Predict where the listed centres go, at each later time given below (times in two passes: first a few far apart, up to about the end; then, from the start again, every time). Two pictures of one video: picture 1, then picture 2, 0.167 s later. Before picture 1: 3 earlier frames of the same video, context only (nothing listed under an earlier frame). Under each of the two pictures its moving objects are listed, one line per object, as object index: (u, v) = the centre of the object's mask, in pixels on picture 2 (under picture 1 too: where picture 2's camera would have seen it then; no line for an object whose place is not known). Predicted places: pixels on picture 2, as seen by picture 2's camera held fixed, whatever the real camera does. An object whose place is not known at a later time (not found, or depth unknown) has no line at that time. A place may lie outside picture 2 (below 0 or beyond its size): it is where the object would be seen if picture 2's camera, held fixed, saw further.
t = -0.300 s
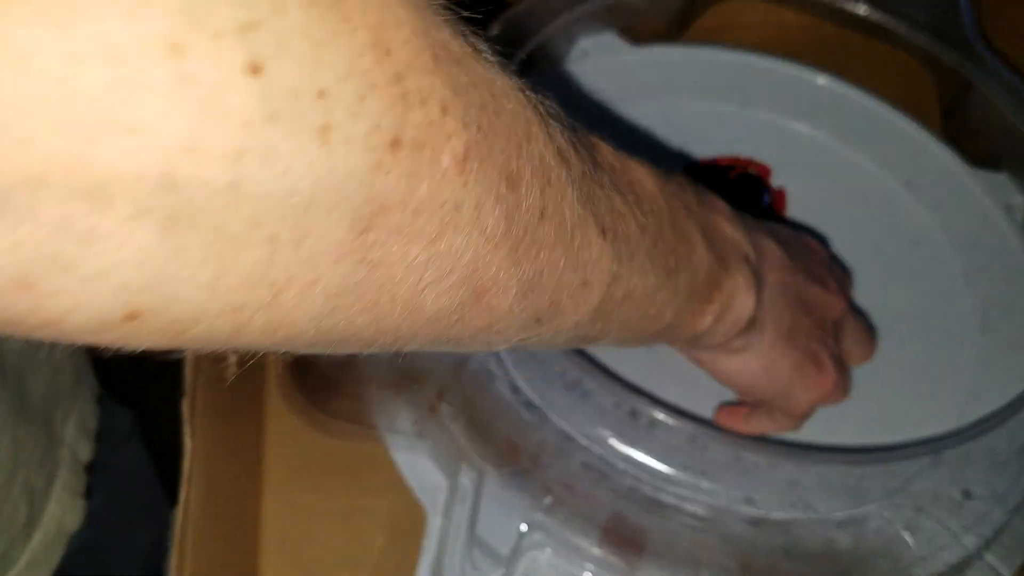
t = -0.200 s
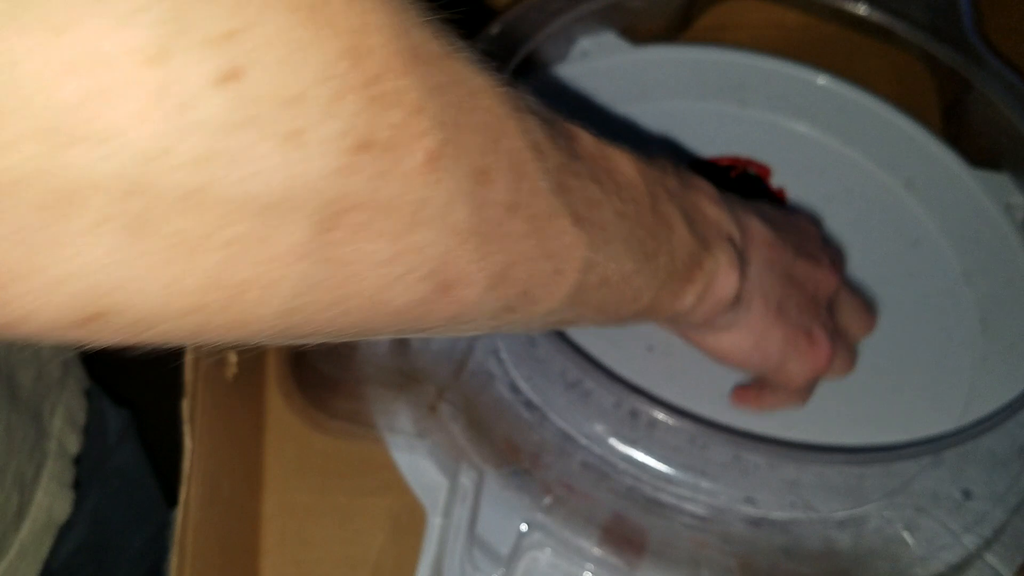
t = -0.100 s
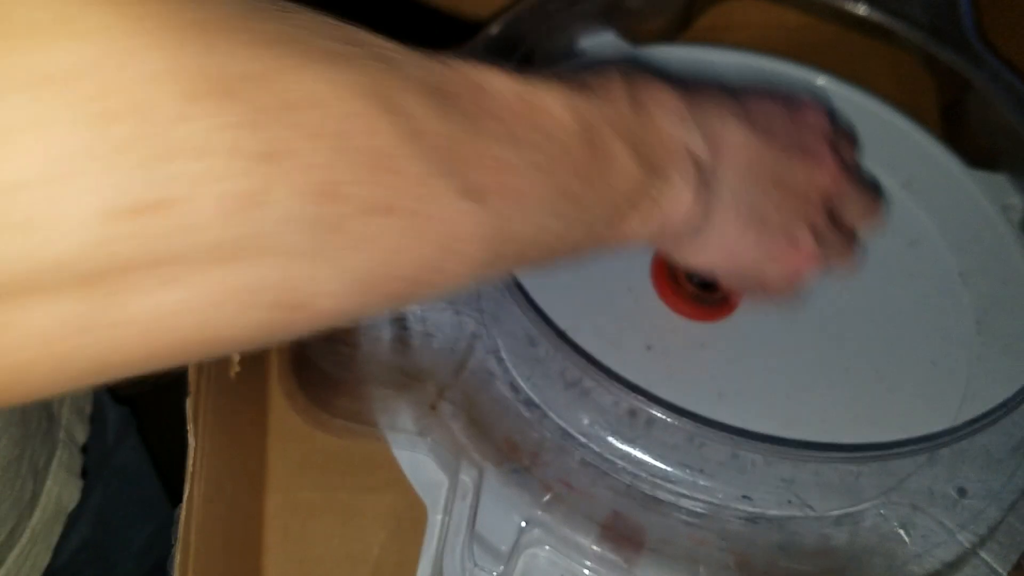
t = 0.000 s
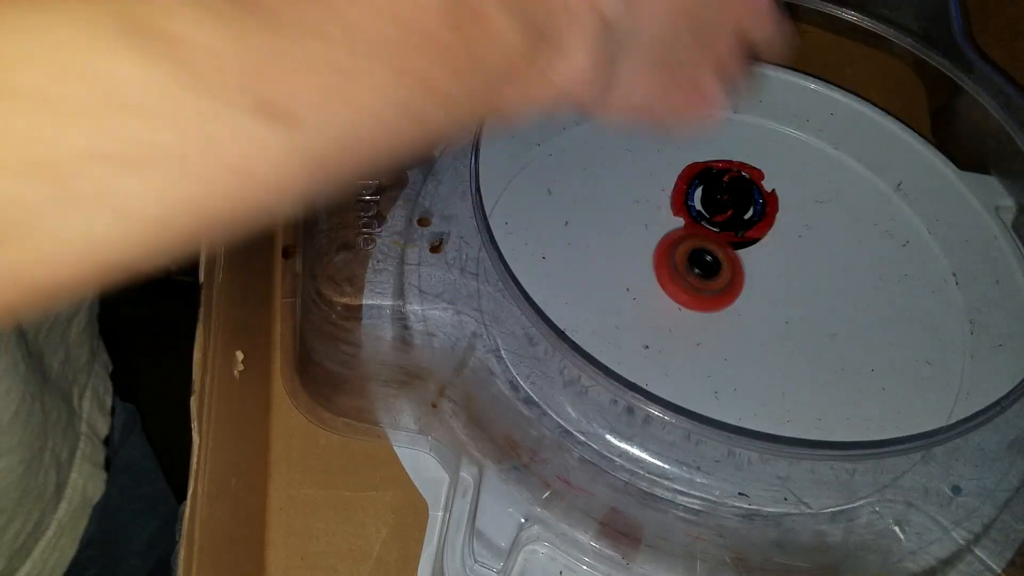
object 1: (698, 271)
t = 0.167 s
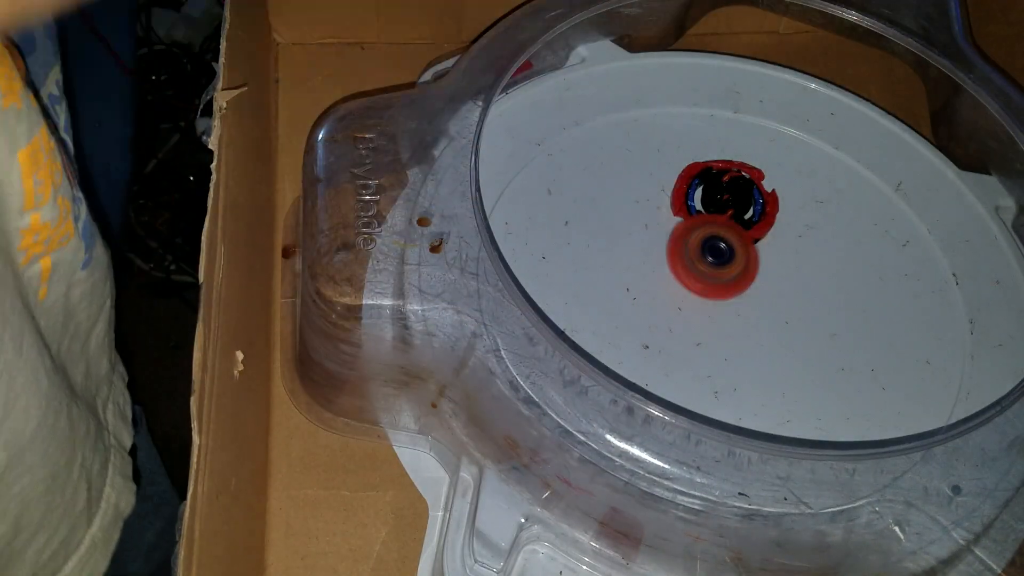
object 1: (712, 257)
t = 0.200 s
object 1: (715, 255)
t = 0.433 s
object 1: (744, 253)
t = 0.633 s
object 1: (767, 263)
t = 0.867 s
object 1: (781, 283)
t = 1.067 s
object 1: (775, 301)
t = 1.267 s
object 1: (753, 314)
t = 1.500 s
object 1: (721, 313)
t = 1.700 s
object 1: (696, 297)
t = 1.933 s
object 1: (690, 273)
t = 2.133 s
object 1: (701, 257)
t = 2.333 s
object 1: (722, 250)
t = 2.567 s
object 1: (753, 258)
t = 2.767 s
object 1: (773, 275)
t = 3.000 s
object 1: (778, 301)
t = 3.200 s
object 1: (761, 317)
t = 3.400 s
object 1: (733, 320)
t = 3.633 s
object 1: (704, 306)
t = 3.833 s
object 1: (695, 286)
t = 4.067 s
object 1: (705, 265)
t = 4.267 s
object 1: (729, 258)
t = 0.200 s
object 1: (715, 255)
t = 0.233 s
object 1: (719, 254)
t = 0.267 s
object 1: (723, 253)
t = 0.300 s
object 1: (728, 252)
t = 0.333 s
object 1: (732, 253)
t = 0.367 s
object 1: (736, 253)
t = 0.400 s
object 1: (740, 253)
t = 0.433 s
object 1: (744, 253)
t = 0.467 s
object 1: (749, 253)
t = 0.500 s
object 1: (753, 255)
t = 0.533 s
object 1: (757, 257)
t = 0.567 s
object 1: (760, 258)
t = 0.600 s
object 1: (763, 260)
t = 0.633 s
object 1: (767, 263)
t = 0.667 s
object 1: (771, 266)
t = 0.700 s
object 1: (774, 269)
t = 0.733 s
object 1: (776, 272)
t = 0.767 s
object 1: (778, 275)
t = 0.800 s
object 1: (779, 277)
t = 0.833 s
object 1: (781, 280)
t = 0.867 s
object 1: (781, 283)
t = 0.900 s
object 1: (782, 286)
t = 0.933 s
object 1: (781, 289)
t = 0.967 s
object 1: (780, 293)
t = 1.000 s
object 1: (779, 295)
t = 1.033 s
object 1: (777, 298)
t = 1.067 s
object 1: (775, 301)
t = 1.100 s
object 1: (773, 304)
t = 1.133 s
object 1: (769, 307)
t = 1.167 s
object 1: (765, 309)
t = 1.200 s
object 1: (761, 311)
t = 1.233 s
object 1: (757, 312)
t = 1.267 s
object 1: (753, 314)
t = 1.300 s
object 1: (749, 315)
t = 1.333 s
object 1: (744, 315)
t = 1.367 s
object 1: (739, 315)
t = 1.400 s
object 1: (735, 315)
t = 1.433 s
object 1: (729, 315)
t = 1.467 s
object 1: (725, 314)
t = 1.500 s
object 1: (721, 313)
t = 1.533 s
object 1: (717, 311)
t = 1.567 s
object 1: (712, 309)
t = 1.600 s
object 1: (708, 307)
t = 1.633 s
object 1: (703, 304)
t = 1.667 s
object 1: (699, 300)
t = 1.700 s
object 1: (696, 297)
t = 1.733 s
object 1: (693, 293)
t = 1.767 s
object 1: (692, 290)
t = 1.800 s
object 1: (691, 287)
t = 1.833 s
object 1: (690, 283)
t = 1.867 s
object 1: (690, 280)
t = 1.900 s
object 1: (690, 276)
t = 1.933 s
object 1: (690, 273)
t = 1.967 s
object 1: (691, 270)
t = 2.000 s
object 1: (692, 267)
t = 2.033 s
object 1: (694, 264)
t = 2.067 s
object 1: (696, 261)
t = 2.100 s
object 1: (698, 259)
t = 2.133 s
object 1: (701, 257)
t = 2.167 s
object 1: (704, 255)
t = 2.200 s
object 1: (708, 253)
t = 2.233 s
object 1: (711, 252)
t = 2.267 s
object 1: (714, 251)
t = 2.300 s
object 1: (718, 250)
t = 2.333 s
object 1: (722, 250)
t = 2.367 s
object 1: (727, 250)
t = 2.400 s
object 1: (731, 251)
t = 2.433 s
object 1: (736, 251)
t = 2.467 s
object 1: (740, 252)
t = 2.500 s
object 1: (745, 254)
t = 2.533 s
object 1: (749, 255)
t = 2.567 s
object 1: (753, 258)
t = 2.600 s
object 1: (757, 260)
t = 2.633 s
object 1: (760, 263)
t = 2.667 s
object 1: (764, 265)
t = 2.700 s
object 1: (767, 269)
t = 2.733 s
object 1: (770, 272)
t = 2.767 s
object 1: (773, 275)
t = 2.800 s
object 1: (776, 279)
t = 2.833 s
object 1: (778, 282)
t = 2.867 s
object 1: (779, 286)
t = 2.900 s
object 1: (780, 290)
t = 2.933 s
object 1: (780, 294)
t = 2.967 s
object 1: (779, 297)
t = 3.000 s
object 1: (778, 301)
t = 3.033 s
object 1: (777, 304)
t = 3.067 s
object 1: (774, 307)
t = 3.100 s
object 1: (772, 311)
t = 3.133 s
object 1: (768, 313)
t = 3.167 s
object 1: (765, 315)
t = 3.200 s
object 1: (761, 317)
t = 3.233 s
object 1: (756, 319)
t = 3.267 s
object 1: (752, 319)
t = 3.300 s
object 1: (747, 320)
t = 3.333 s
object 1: (743, 321)
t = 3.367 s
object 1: (738, 321)
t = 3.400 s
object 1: (733, 320)
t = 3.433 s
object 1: (728, 319)
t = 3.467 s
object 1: (723, 318)
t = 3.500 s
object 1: (718, 316)
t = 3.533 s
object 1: (714, 314)
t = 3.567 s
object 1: (710, 311)
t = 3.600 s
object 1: (707, 309)
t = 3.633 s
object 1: (704, 306)
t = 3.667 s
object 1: (702, 303)
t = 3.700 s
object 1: (700, 299)
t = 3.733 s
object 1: (698, 296)
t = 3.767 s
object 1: (696, 293)
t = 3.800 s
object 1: (695, 289)
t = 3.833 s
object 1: (695, 286)
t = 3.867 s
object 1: (695, 282)
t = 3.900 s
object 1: (695, 279)
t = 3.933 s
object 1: (697, 276)
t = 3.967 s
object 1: (698, 274)
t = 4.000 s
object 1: (700, 271)
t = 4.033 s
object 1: (702, 268)
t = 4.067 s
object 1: (705, 265)
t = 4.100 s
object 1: (708, 263)
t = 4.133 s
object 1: (712, 262)
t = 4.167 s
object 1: (716, 260)
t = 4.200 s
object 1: (720, 259)
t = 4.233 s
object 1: (724, 258)
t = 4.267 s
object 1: (729, 258)
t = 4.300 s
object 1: (734, 258)
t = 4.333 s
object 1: (738, 258)
